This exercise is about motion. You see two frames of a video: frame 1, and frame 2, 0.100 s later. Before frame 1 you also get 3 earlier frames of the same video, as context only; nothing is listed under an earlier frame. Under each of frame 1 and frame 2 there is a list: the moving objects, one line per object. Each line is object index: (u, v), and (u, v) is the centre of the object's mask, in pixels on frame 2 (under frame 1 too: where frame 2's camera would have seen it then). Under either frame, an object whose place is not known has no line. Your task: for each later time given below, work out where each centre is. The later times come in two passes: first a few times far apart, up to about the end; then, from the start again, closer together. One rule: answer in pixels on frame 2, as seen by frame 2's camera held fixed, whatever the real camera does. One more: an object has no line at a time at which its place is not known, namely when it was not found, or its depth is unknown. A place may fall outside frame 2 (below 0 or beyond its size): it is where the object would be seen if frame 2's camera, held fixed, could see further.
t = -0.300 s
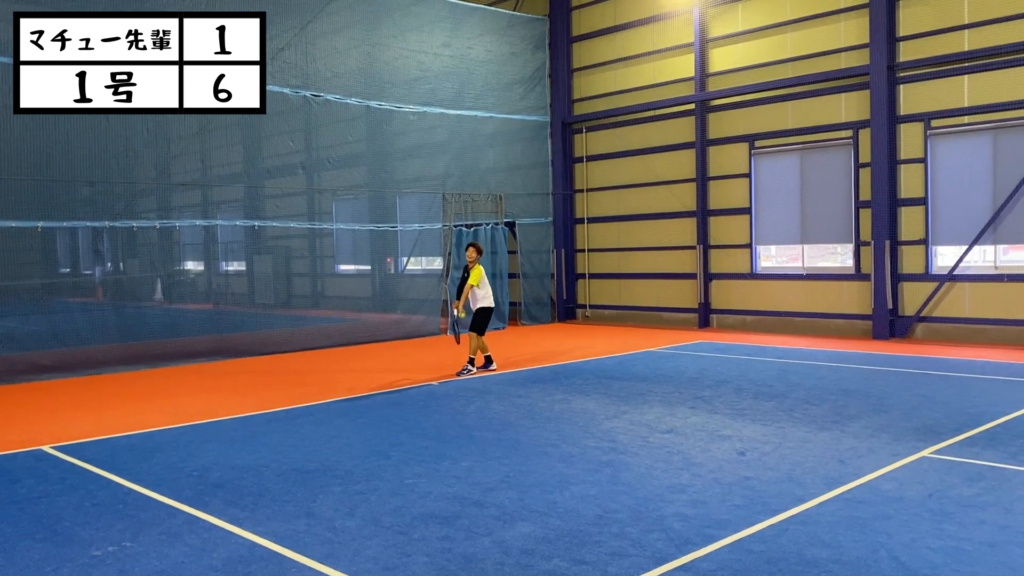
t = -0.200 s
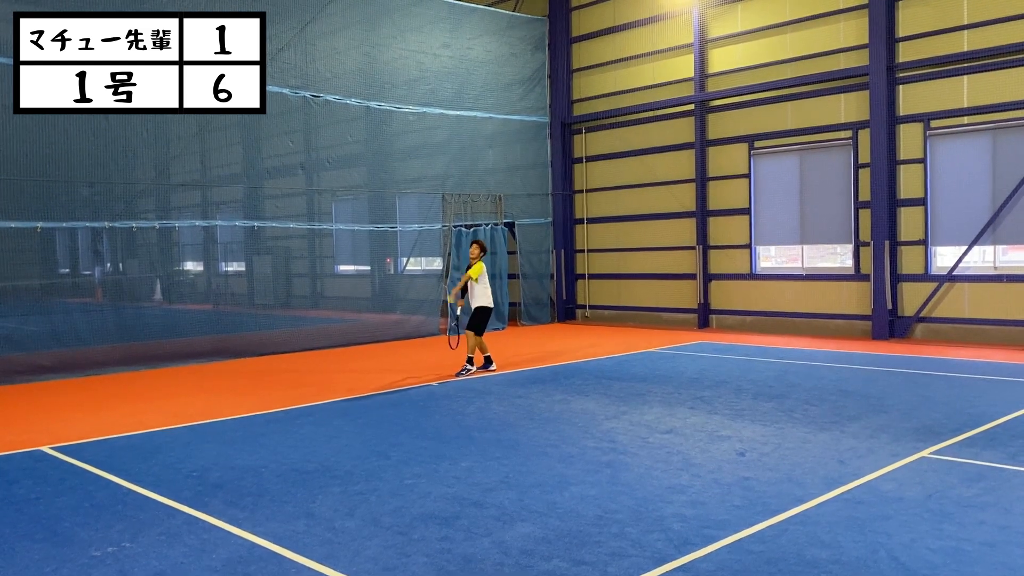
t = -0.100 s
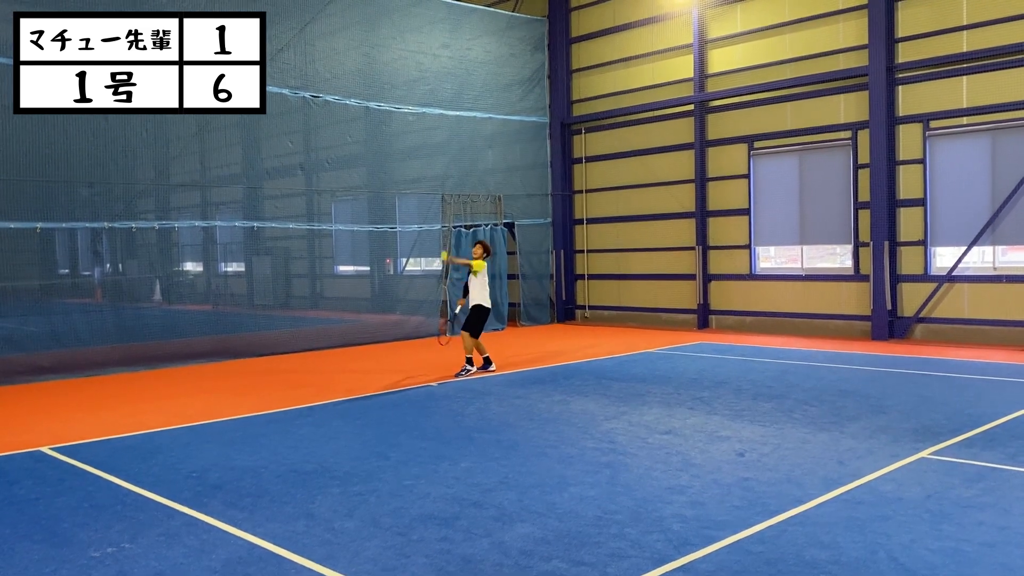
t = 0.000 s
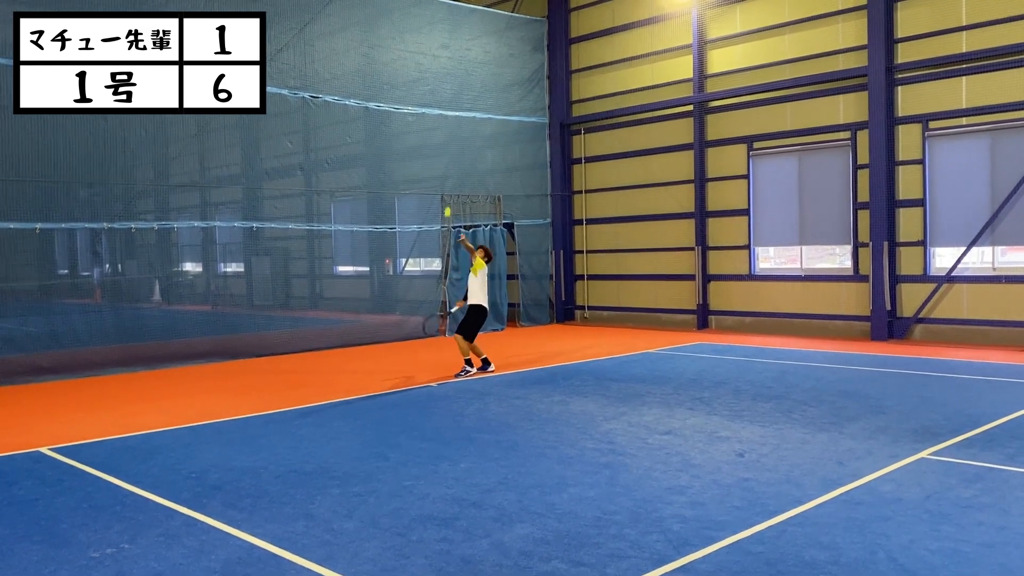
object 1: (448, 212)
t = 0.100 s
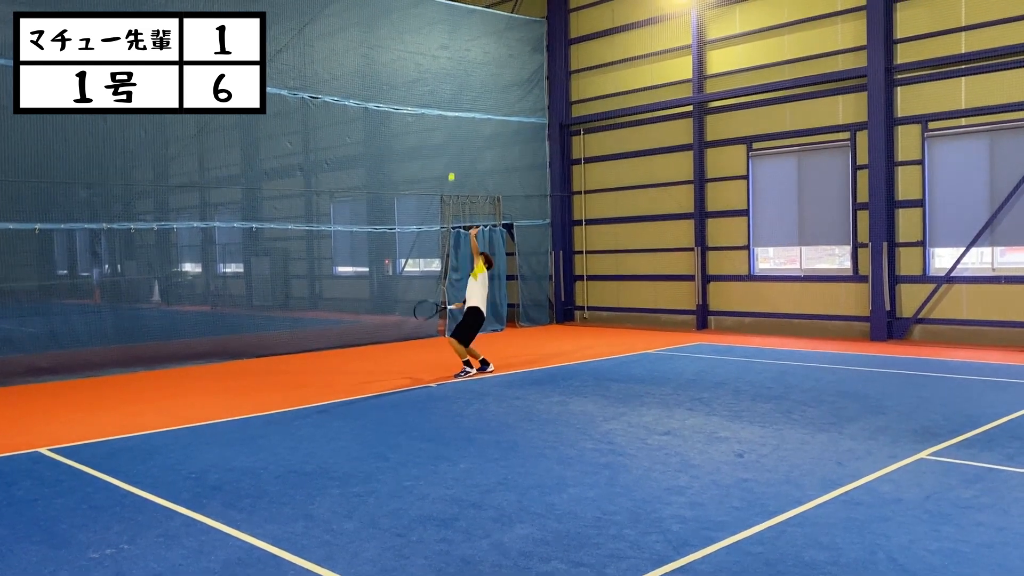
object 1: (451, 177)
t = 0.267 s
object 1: (460, 136)
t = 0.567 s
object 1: (475, 121)
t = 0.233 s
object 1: (458, 142)
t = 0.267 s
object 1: (460, 136)
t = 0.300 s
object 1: (462, 130)
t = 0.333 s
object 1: (463, 126)
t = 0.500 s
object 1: (472, 118)
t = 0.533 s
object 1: (473, 119)
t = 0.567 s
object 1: (475, 121)
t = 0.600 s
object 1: (477, 124)
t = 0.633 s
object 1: (479, 128)
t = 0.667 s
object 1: (481, 132)
